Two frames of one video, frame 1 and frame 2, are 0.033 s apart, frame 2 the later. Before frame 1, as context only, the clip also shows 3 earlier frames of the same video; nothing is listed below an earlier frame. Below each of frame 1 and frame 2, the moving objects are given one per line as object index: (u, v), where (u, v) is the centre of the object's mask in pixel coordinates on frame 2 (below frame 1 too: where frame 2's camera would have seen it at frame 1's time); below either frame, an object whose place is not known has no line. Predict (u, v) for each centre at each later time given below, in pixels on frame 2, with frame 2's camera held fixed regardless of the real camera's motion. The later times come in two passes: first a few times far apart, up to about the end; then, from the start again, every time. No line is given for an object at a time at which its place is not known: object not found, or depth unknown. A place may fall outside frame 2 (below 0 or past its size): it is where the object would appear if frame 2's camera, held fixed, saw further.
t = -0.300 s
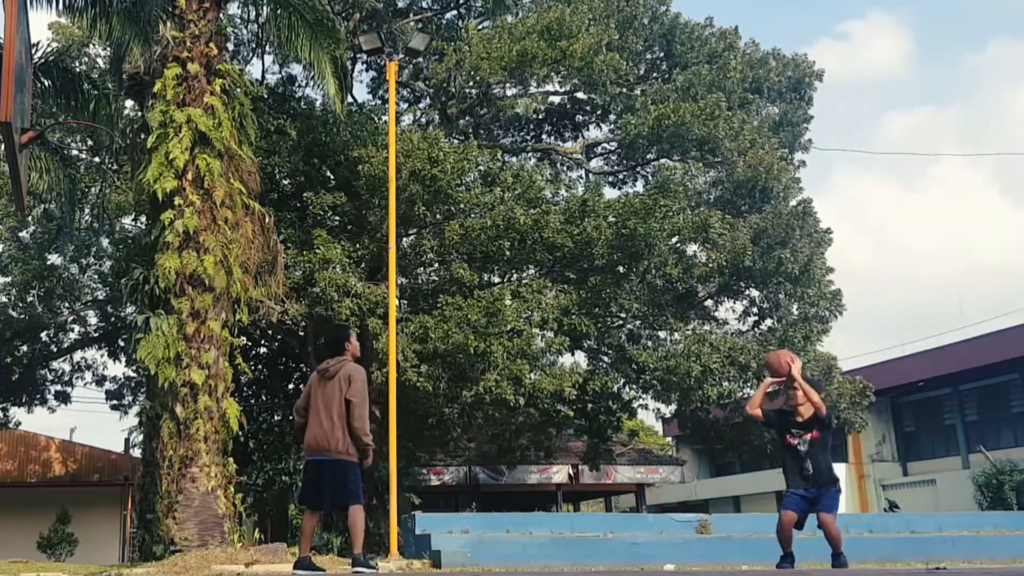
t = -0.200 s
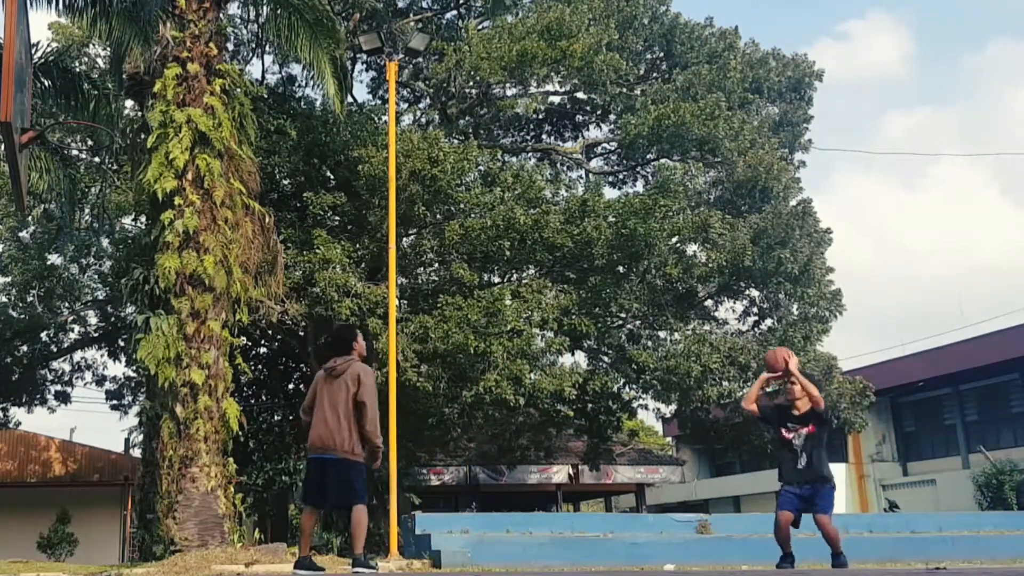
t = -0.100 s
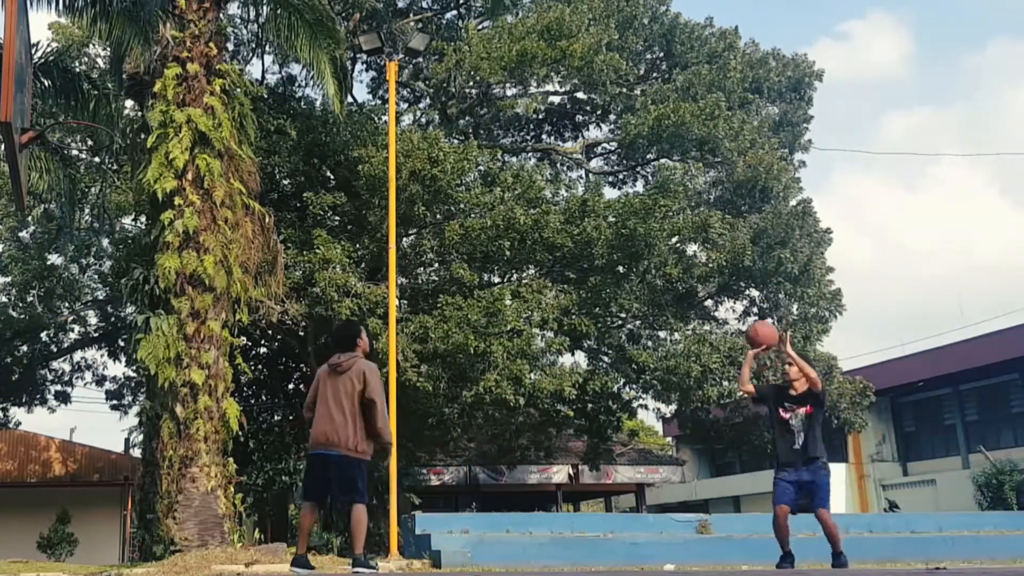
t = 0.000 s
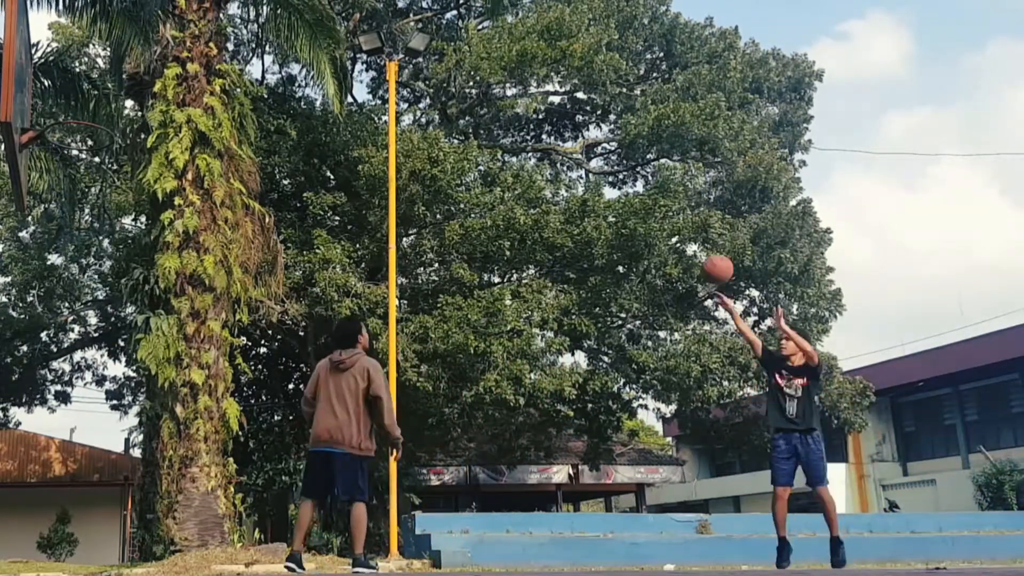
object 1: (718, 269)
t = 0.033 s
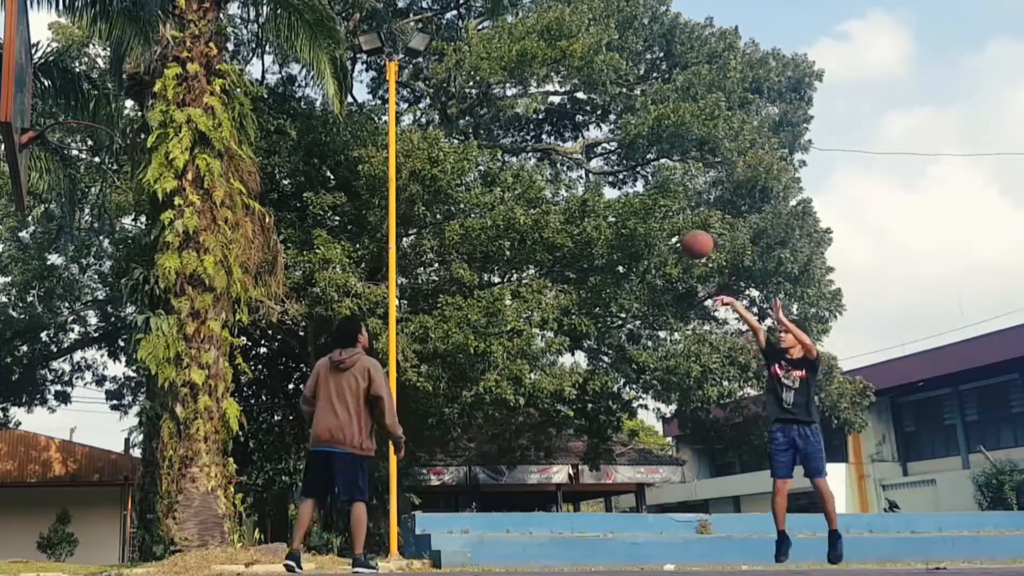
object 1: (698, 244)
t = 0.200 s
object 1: (599, 140)
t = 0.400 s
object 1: (489, 53)
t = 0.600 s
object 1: (378, 10)
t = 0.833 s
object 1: (240, 14)
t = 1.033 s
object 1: (113, 73)
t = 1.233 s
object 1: (54, 52)
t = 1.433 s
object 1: (112, 17)
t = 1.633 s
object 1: (171, 35)
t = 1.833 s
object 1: (230, 109)
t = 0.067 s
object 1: (679, 220)
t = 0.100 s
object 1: (658, 199)
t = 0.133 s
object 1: (639, 177)
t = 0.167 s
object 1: (619, 158)
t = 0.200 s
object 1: (599, 140)
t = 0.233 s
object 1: (581, 122)
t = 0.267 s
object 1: (563, 105)
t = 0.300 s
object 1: (544, 90)
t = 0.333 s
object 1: (526, 77)
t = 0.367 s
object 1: (508, 64)
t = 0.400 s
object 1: (489, 53)
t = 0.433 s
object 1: (470, 43)
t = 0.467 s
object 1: (452, 35)
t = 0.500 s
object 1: (433, 26)
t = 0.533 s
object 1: (415, 19)
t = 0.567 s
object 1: (396, 14)
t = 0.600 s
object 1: (378, 10)
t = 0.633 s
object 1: (358, 9)
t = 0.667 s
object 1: (338, 9)
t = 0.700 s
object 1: (322, 7)
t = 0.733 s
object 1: (301, 8)
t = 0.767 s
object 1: (280, 10)
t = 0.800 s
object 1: (260, 11)
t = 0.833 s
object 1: (240, 14)
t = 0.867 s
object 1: (219, 18)
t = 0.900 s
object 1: (199, 26)
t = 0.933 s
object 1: (178, 36)
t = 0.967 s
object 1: (156, 46)
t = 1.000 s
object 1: (136, 60)
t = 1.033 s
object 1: (113, 73)
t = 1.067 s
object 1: (91, 89)
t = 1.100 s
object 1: (67, 106)
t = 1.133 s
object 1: (55, 92)
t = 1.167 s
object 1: (42, 77)
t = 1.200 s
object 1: (44, 63)
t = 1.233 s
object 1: (54, 52)
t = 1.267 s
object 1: (64, 43)
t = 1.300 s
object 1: (73, 35)
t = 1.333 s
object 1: (83, 29)
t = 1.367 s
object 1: (93, 24)
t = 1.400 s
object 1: (103, 20)
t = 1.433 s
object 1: (112, 17)
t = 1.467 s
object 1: (122, 17)
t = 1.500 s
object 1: (131, 18)
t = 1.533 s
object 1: (141, 20)
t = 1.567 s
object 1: (152, 24)
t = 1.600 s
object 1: (161, 28)
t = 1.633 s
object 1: (171, 35)
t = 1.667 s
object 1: (181, 43)
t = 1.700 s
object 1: (191, 53)
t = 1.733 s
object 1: (201, 64)
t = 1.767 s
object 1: (211, 77)
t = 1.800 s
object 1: (220, 92)
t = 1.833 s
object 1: (230, 109)
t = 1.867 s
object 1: (242, 127)
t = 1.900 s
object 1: (252, 147)
